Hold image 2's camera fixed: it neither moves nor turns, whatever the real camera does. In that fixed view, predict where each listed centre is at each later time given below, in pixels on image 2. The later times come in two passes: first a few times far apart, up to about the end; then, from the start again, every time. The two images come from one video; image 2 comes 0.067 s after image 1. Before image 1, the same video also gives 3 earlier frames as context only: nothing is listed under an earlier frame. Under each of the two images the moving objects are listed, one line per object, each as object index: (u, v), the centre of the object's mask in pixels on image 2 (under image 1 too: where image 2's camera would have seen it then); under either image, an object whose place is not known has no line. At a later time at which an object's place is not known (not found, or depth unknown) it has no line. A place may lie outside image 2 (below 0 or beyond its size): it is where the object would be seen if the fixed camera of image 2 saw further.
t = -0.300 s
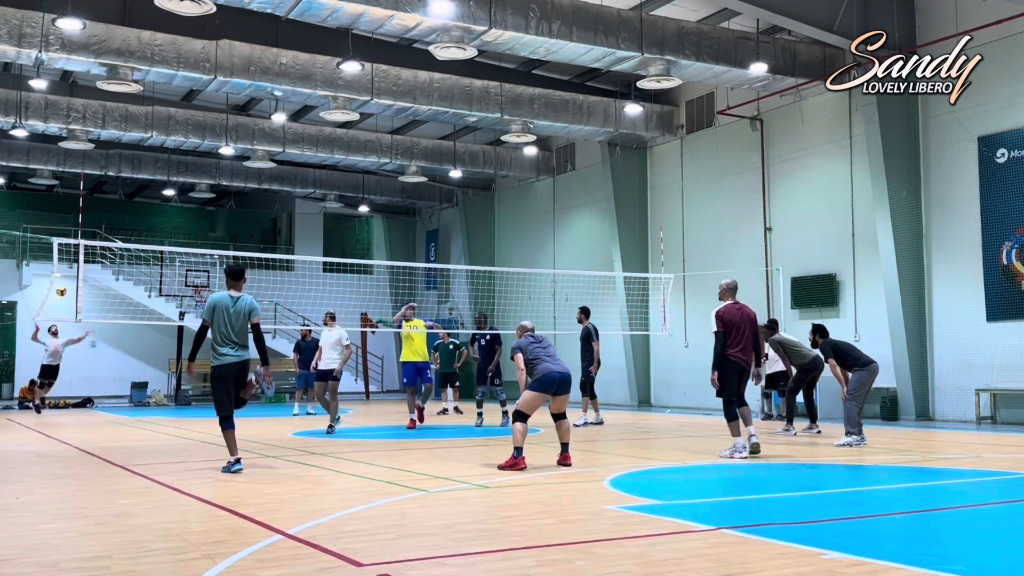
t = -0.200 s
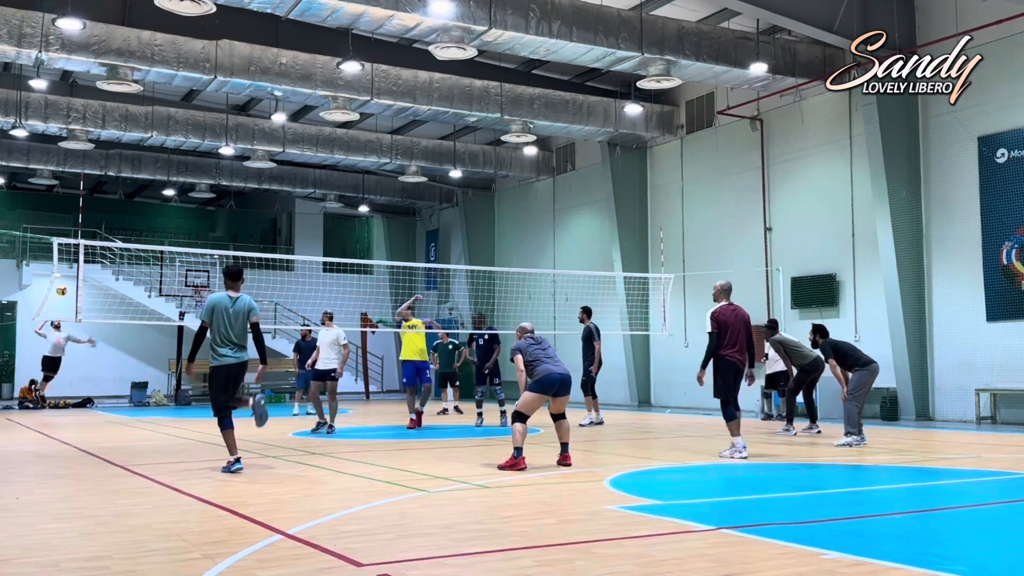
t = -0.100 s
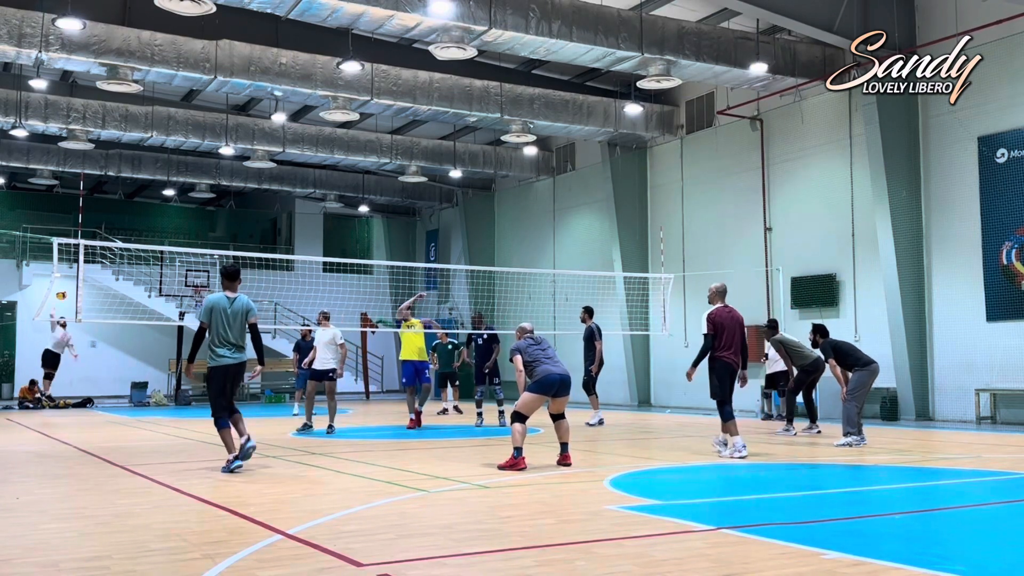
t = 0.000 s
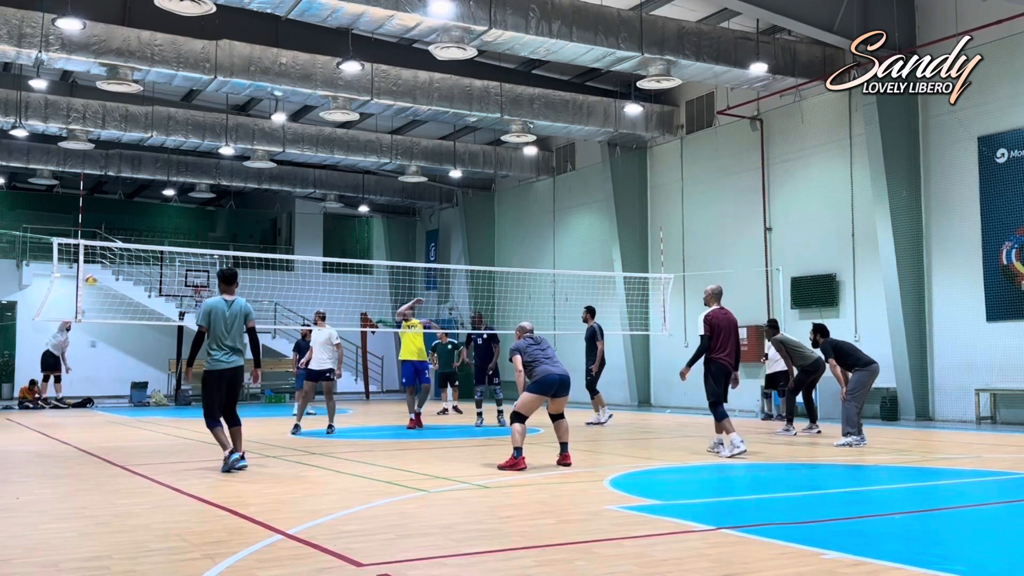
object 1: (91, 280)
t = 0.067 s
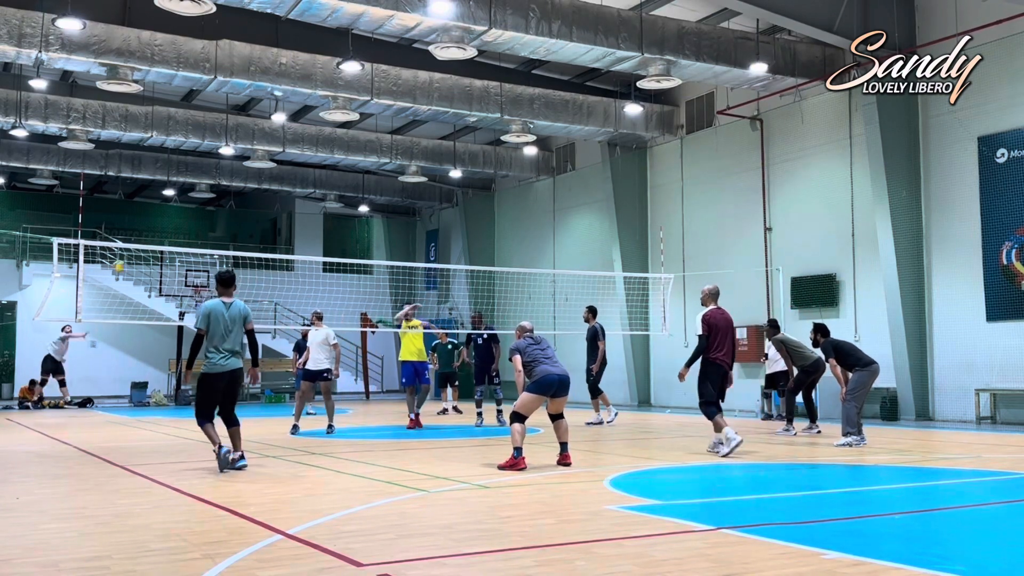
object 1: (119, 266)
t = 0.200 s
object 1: (176, 244)
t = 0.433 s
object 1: (281, 230)
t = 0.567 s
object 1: (342, 234)
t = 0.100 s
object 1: (132, 261)
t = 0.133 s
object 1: (146, 255)
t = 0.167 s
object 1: (161, 251)
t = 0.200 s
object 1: (176, 244)
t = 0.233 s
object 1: (190, 242)
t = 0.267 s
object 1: (204, 239)
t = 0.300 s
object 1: (219, 236)
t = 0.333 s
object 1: (235, 234)
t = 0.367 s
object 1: (250, 232)
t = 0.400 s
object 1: (265, 231)
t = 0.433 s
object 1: (281, 230)
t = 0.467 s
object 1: (296, 230)
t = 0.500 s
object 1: (312, 230)
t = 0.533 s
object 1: (327, 232)
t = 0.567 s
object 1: (342, 234)
